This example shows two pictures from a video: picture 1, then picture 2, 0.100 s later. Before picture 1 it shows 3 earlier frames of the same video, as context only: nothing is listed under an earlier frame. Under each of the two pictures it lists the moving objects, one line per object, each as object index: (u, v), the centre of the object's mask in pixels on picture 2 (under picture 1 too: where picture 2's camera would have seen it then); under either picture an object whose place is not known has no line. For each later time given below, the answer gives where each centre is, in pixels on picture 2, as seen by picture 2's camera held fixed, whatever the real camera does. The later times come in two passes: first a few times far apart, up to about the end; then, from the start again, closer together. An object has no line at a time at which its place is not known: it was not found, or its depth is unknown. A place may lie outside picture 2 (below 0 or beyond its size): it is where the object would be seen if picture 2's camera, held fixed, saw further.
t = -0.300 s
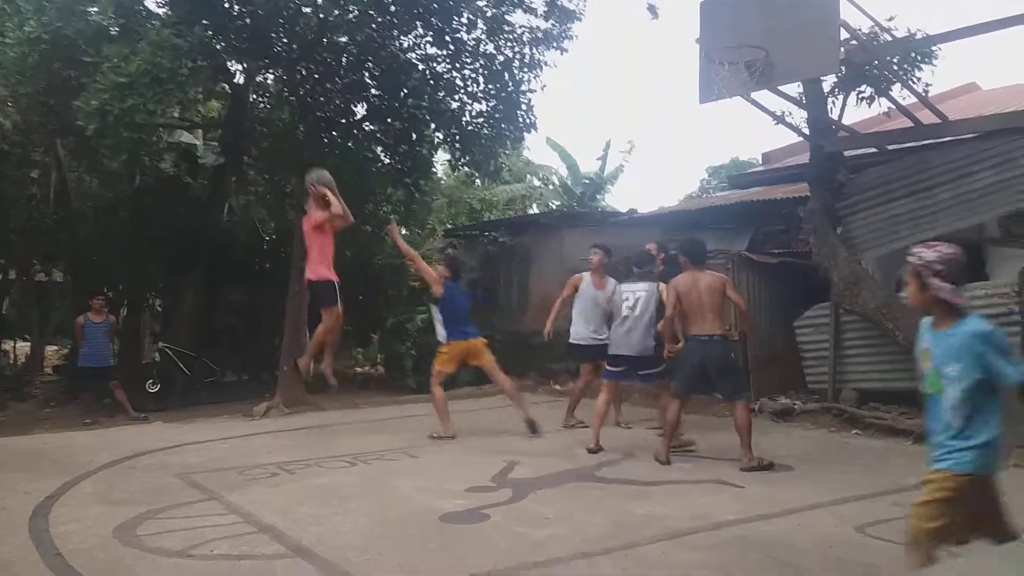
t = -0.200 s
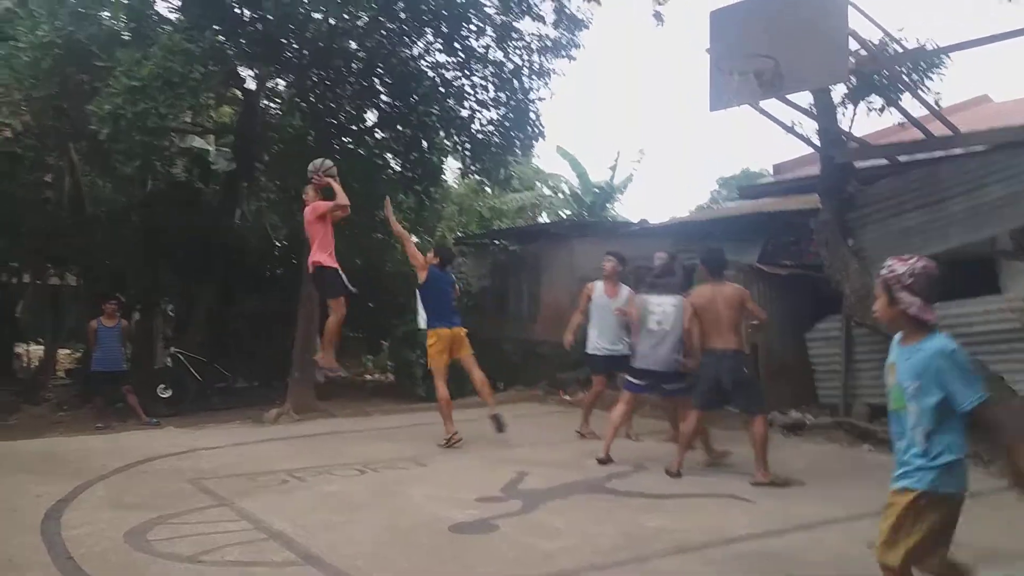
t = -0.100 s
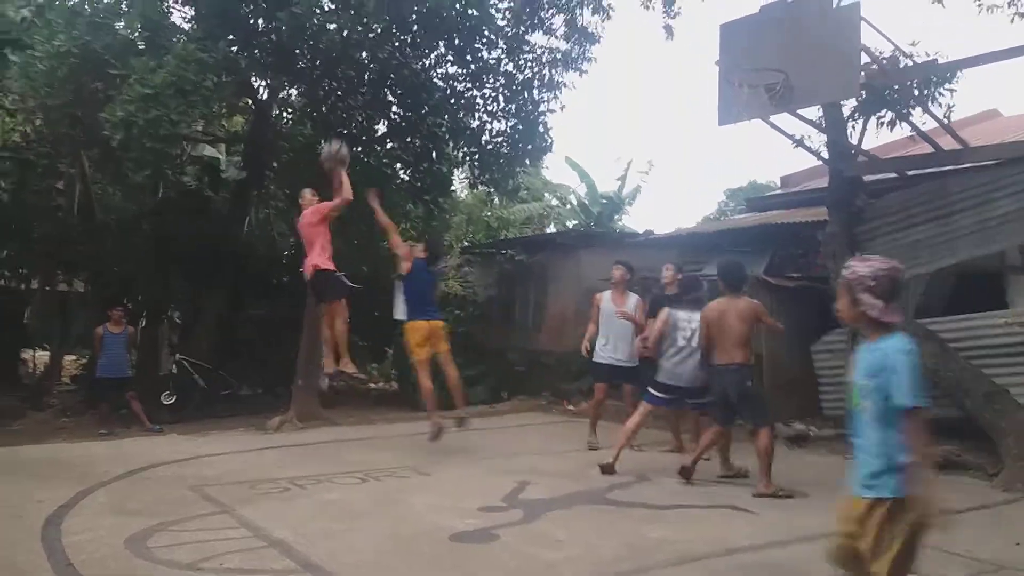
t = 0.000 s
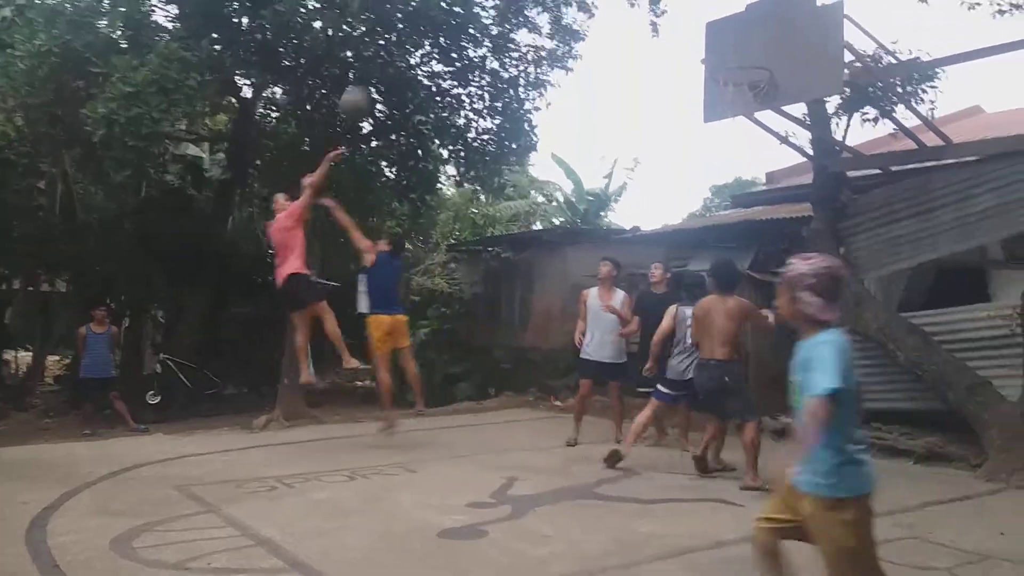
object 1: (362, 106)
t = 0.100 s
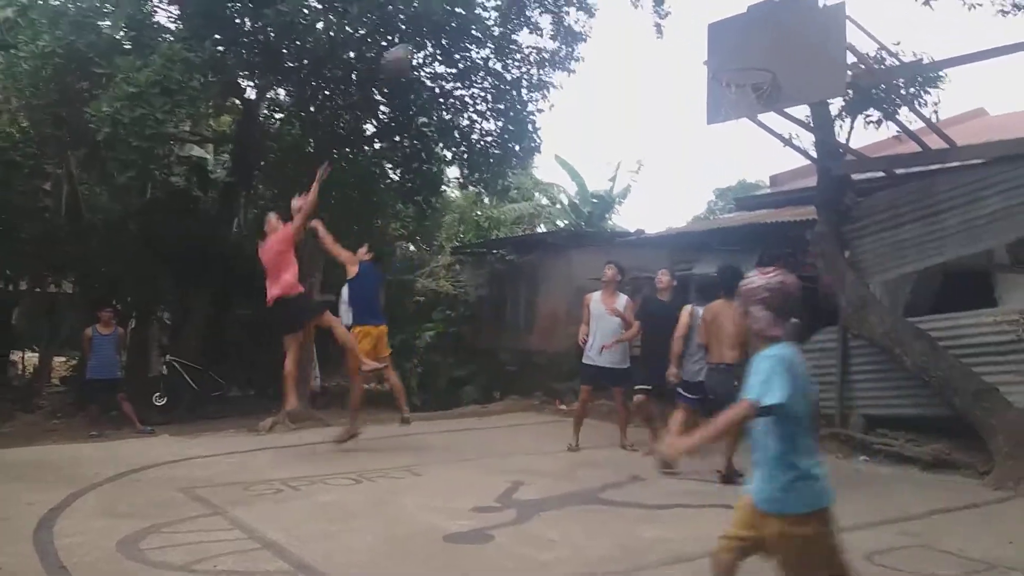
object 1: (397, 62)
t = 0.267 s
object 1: (470, 6)
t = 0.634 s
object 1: (624, 2)
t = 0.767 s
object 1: (682, 39)
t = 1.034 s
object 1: (671, 36)
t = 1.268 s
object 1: (623, 70)
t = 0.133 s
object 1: (415, 46)
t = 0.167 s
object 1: (426, 35)
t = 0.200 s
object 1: (442, 25)
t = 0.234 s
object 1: (458, 15)
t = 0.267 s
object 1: (470, 6)
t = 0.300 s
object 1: (482, 1)
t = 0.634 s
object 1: (624, 2)
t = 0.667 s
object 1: (640, 10)
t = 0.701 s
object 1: (652, 18)
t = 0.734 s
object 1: (667, 29)
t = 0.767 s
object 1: (682, 39)
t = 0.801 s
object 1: (697, 53)
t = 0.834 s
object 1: (703, 63)
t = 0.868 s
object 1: (700, 56)
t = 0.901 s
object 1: (695, 49)
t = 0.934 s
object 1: (690, 44)
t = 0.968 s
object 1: (683, 40)
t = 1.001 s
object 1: (677, 37)
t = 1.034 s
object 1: (671, 36)
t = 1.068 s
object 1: (665, 37)
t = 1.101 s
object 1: (658, 38)
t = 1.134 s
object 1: (651, 41)
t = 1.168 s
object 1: (644, 46)
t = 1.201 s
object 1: (637, 52)
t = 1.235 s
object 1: (630, 60)
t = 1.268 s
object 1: (623, 70)
